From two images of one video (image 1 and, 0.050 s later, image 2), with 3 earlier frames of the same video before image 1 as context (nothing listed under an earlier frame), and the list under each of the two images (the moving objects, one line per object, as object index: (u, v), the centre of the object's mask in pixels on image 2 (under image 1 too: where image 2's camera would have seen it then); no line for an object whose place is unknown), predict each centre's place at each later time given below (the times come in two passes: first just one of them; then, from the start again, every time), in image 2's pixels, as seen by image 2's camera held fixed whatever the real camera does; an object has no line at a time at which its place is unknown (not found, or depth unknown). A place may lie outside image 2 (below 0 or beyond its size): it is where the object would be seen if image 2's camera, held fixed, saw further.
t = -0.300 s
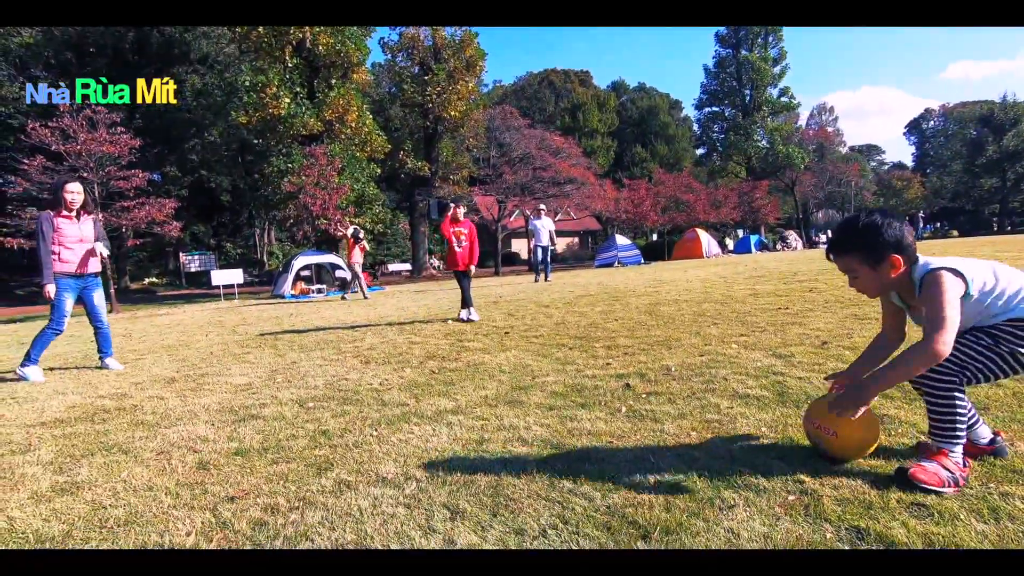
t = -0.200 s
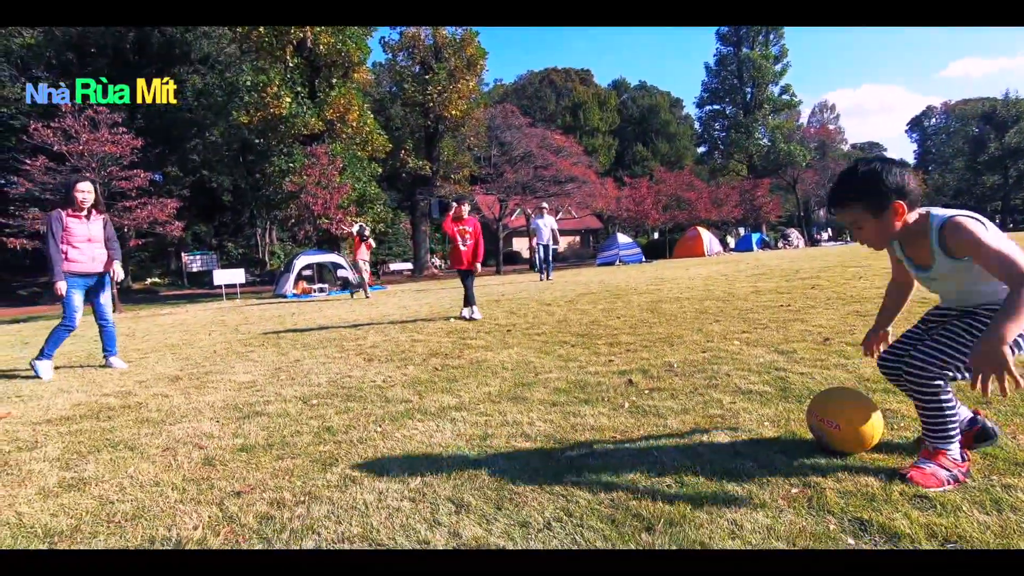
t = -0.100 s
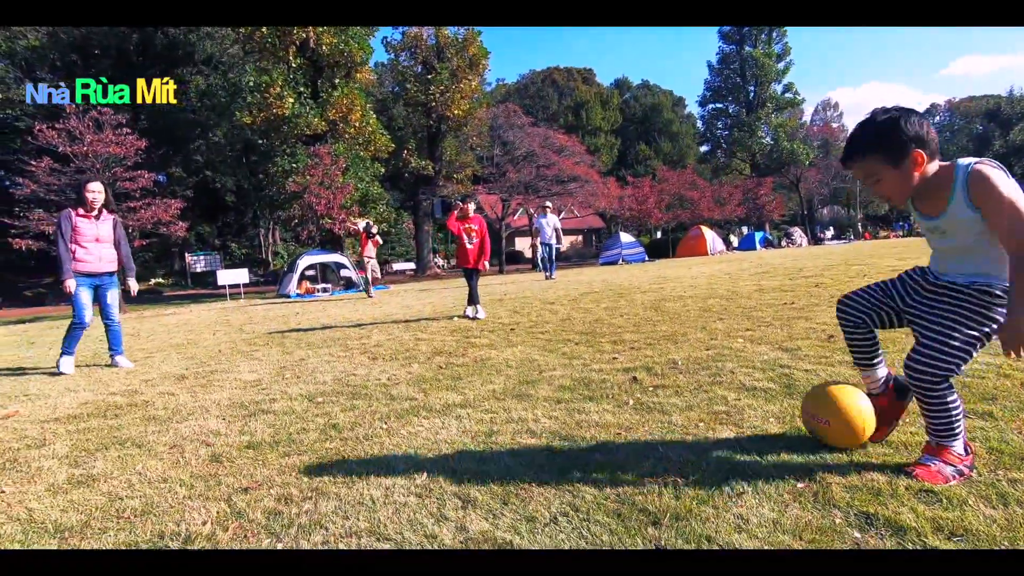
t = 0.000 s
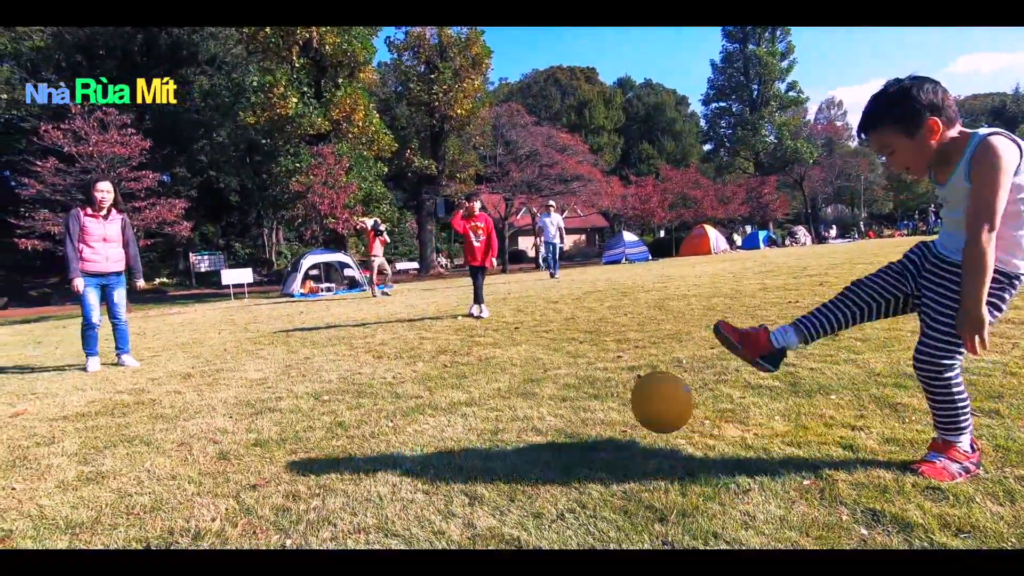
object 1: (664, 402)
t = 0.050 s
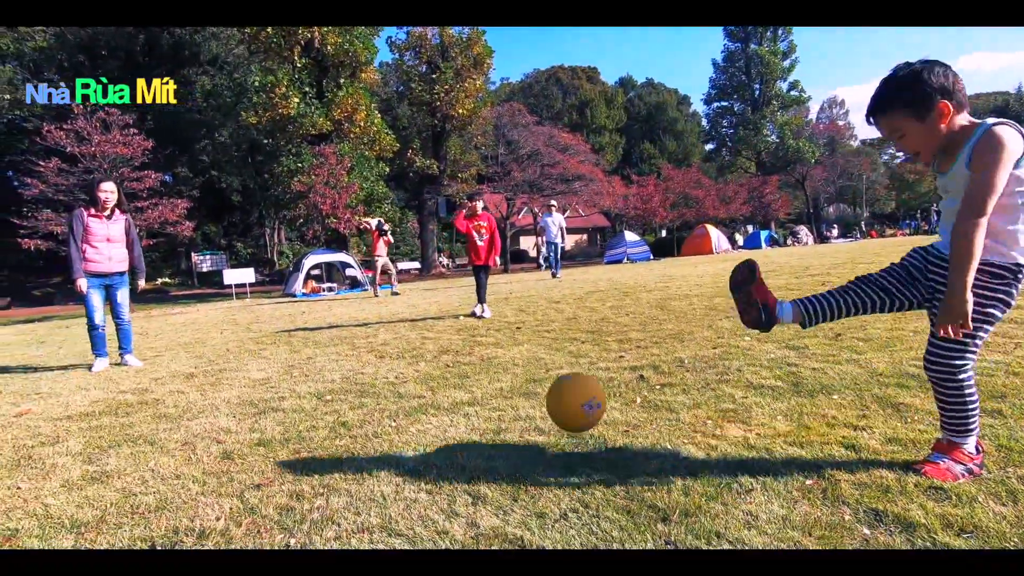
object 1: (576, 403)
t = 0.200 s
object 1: (350, 432)
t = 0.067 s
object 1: (548, 404)
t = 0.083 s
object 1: (520, 406)
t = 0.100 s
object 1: (494, 409)
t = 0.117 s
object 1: (468, 413)
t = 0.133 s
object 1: (442, 418)
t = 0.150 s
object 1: (416, 423)
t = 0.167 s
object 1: (391, 428)
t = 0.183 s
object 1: (369, 433)
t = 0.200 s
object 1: (350, 432)
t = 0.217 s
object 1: (333, 429)
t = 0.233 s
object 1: (317, 427)
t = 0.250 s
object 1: (301, 426)
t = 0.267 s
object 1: (285, 424)
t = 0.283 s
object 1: (270, 424)
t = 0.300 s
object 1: (255, 424)
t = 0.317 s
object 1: (239, 425)
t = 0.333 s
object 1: (225, 426)
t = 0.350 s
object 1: (210, 427)
